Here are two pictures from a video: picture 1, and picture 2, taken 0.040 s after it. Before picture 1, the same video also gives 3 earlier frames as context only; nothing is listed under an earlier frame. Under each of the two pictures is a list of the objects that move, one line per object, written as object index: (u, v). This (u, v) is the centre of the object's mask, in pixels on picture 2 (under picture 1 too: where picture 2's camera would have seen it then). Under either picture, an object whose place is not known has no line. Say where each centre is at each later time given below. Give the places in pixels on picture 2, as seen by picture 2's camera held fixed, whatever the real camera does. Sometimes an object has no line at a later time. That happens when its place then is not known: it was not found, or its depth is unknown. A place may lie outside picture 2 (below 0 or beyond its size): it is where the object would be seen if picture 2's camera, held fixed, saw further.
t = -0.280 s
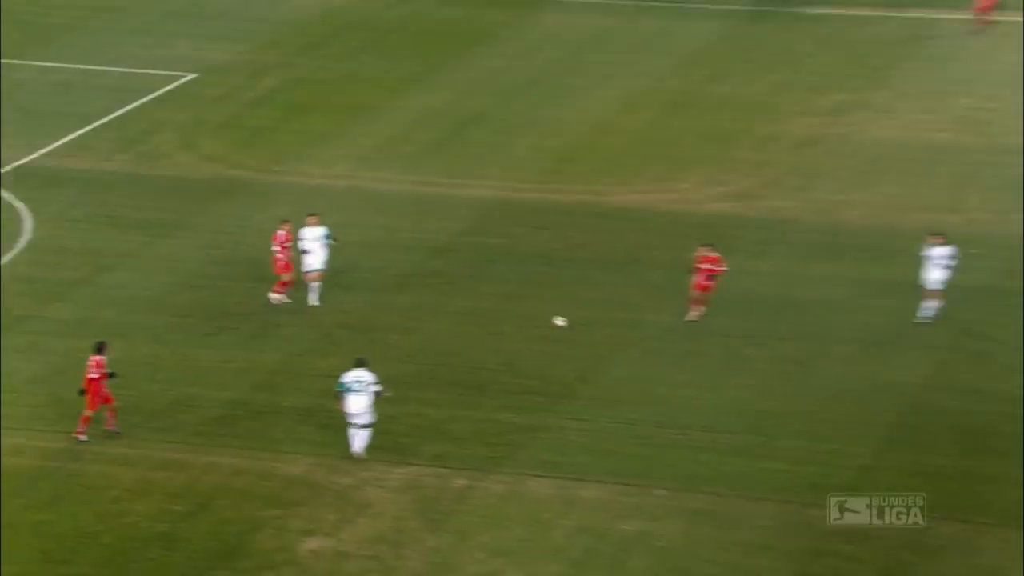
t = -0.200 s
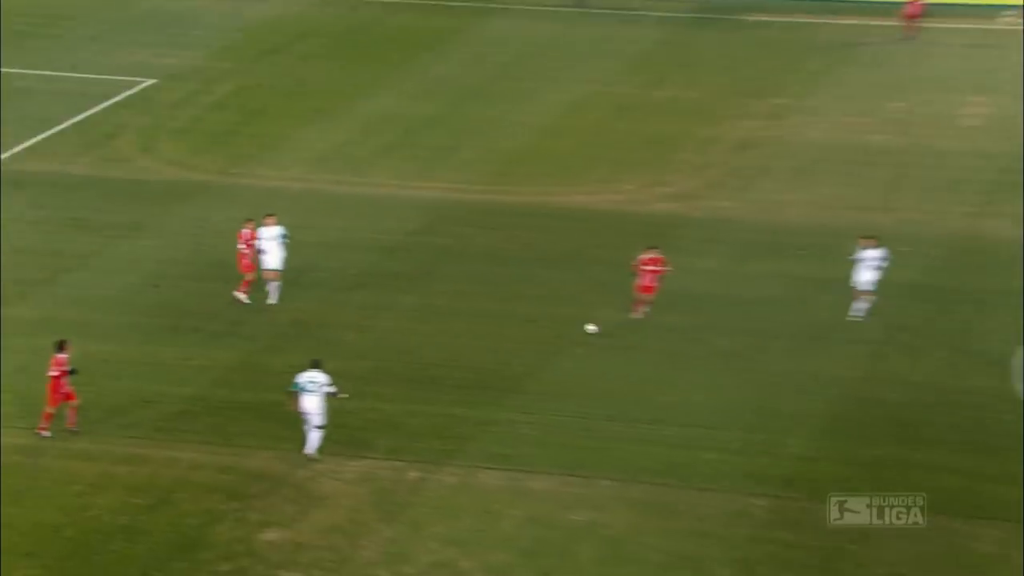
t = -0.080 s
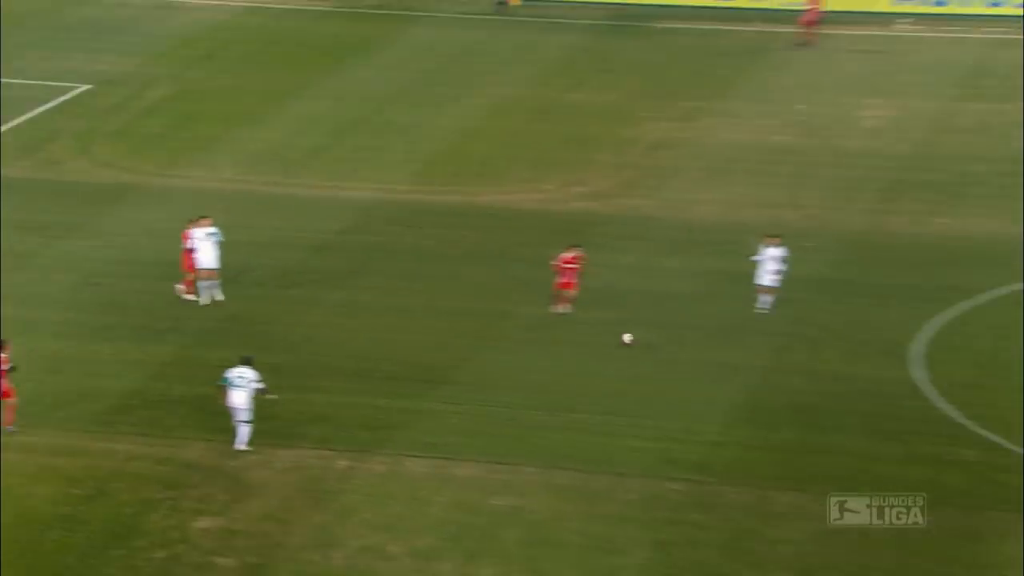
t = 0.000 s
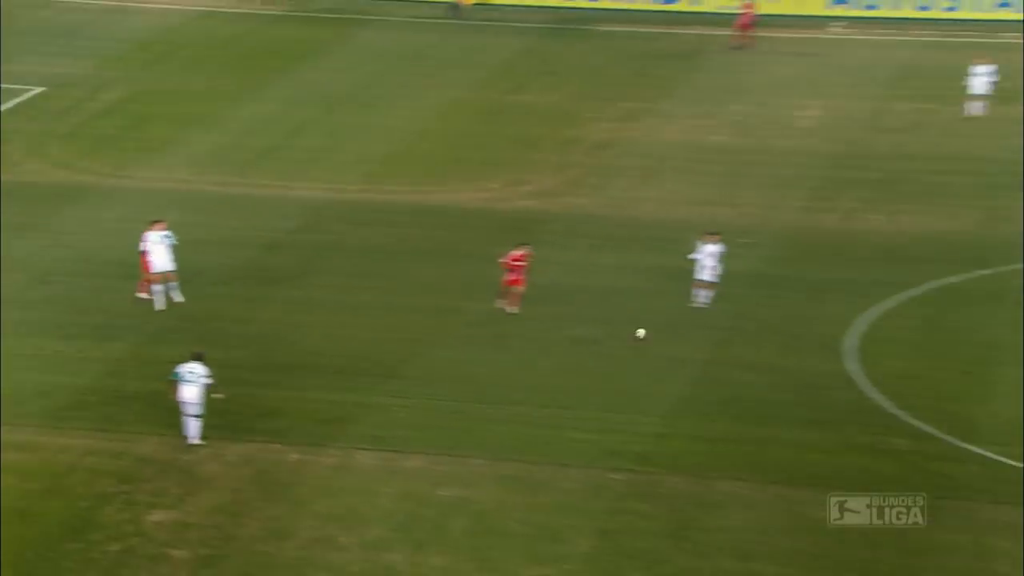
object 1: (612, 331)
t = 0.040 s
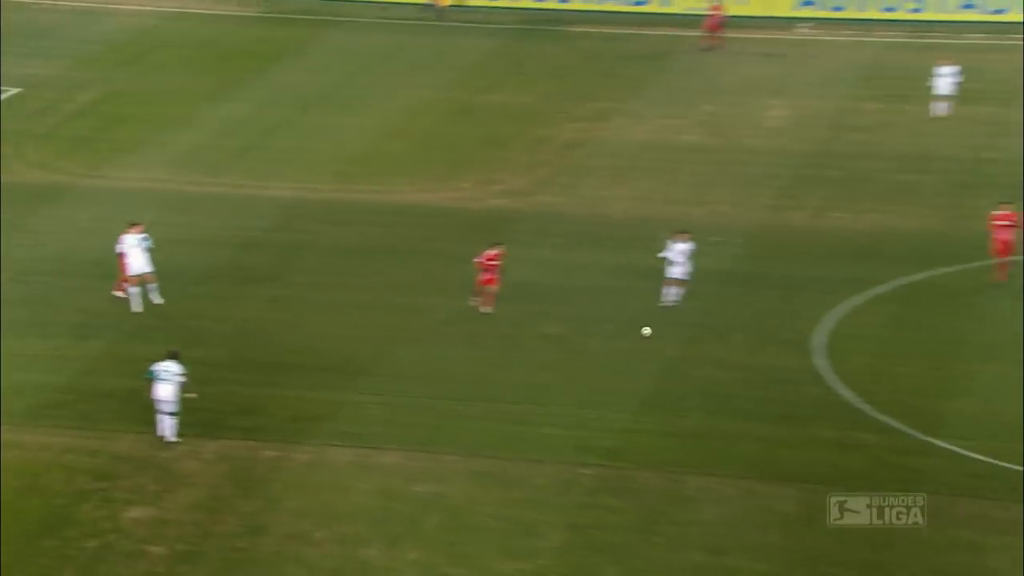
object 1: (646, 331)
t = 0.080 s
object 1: (680, 333)
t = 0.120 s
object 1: (716, 336)
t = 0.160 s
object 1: (750, 340)
